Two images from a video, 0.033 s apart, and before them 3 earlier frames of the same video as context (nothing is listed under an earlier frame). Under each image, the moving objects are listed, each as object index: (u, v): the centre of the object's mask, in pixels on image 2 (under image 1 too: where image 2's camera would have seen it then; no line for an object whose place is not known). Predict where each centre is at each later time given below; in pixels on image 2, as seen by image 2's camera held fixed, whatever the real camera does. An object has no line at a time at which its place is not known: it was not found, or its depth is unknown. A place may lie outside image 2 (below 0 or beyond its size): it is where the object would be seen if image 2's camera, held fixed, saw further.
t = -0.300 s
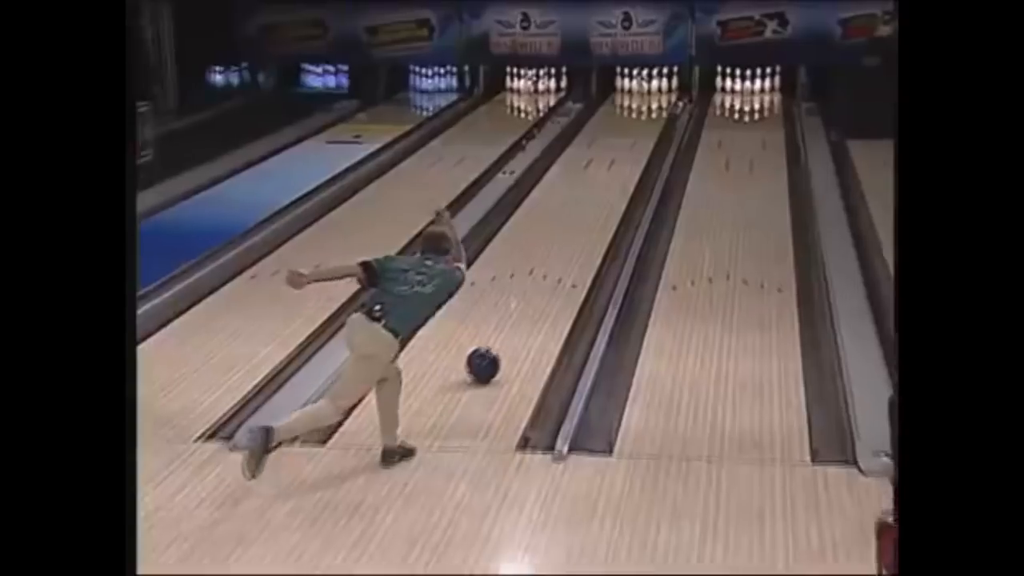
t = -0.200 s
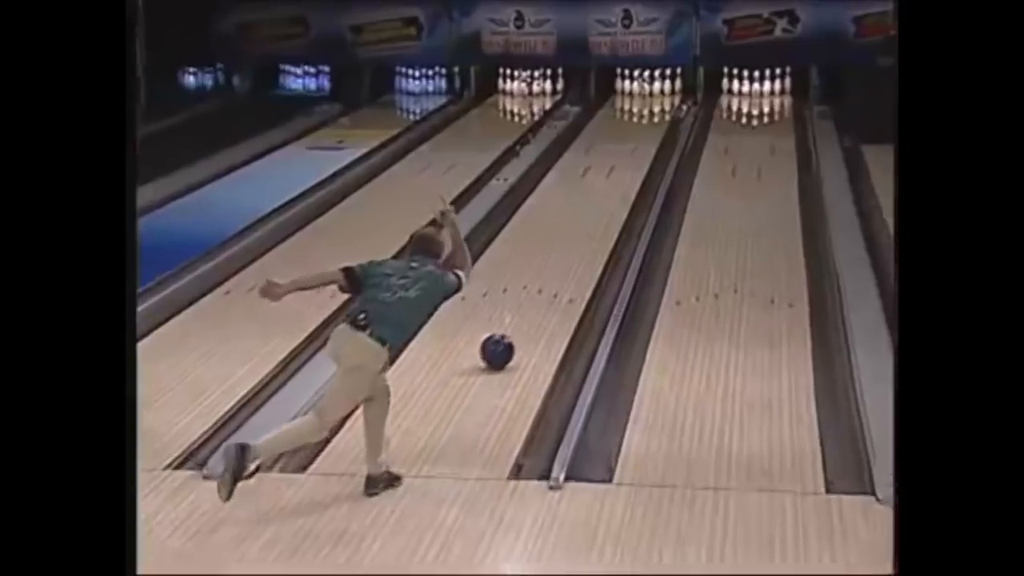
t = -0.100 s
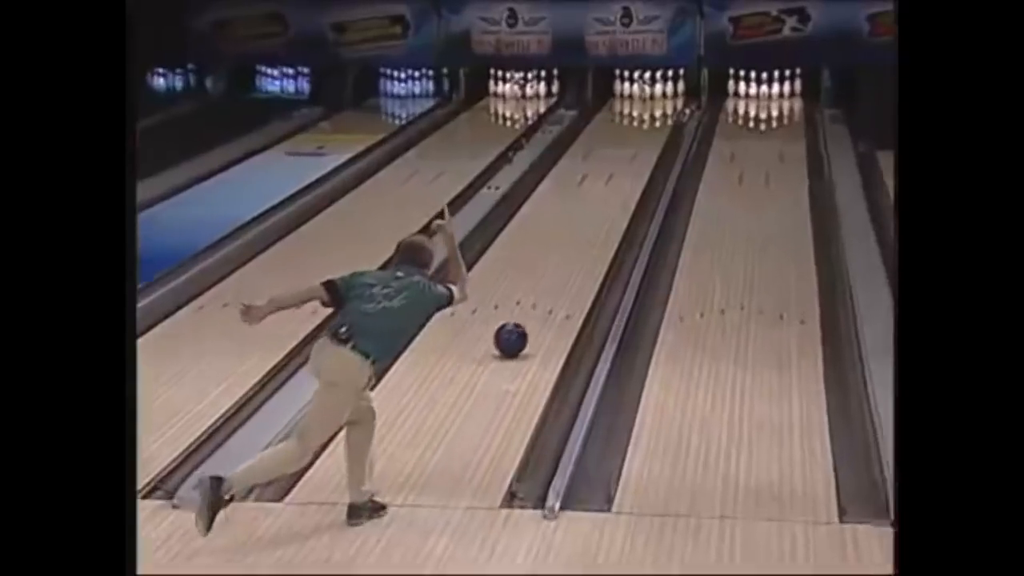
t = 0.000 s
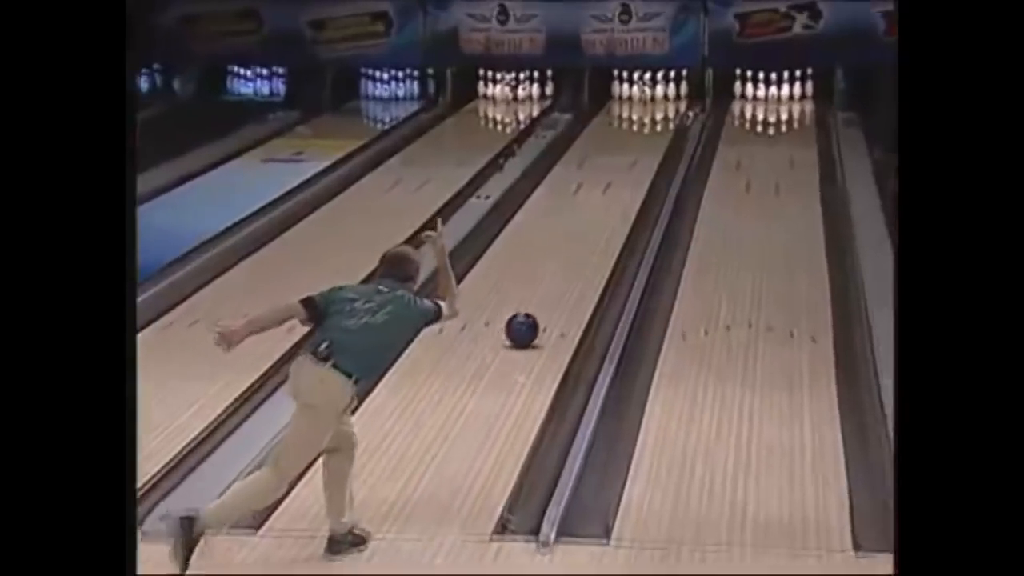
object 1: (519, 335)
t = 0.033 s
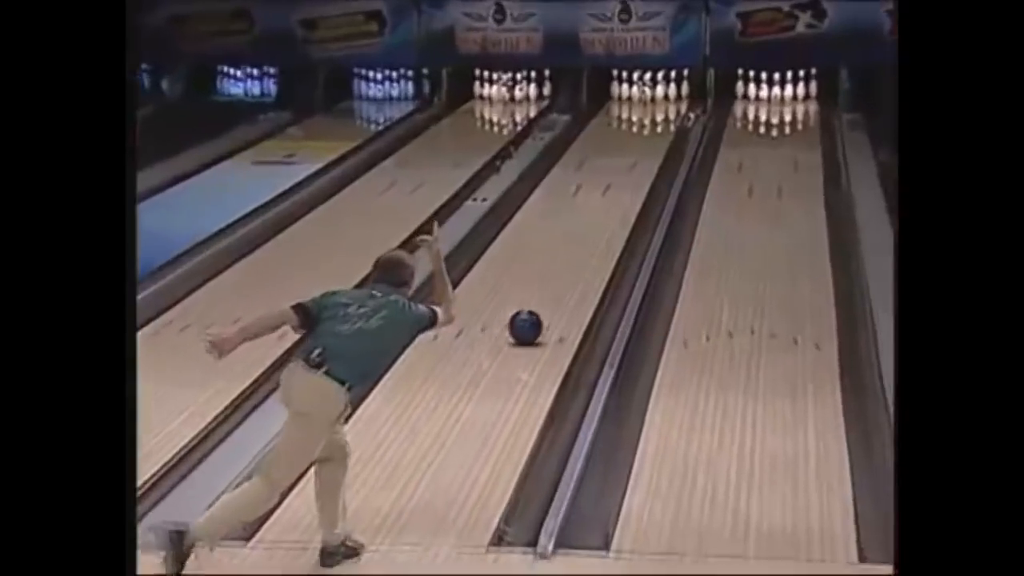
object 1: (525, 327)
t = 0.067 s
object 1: (530, 319)
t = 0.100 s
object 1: (535, 311)
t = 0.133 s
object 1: (540, 303)
